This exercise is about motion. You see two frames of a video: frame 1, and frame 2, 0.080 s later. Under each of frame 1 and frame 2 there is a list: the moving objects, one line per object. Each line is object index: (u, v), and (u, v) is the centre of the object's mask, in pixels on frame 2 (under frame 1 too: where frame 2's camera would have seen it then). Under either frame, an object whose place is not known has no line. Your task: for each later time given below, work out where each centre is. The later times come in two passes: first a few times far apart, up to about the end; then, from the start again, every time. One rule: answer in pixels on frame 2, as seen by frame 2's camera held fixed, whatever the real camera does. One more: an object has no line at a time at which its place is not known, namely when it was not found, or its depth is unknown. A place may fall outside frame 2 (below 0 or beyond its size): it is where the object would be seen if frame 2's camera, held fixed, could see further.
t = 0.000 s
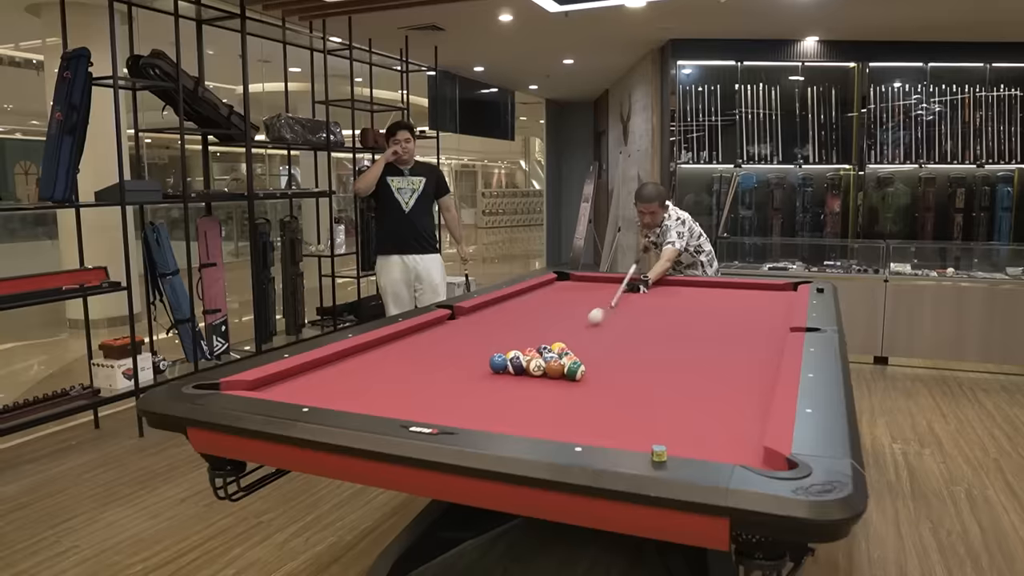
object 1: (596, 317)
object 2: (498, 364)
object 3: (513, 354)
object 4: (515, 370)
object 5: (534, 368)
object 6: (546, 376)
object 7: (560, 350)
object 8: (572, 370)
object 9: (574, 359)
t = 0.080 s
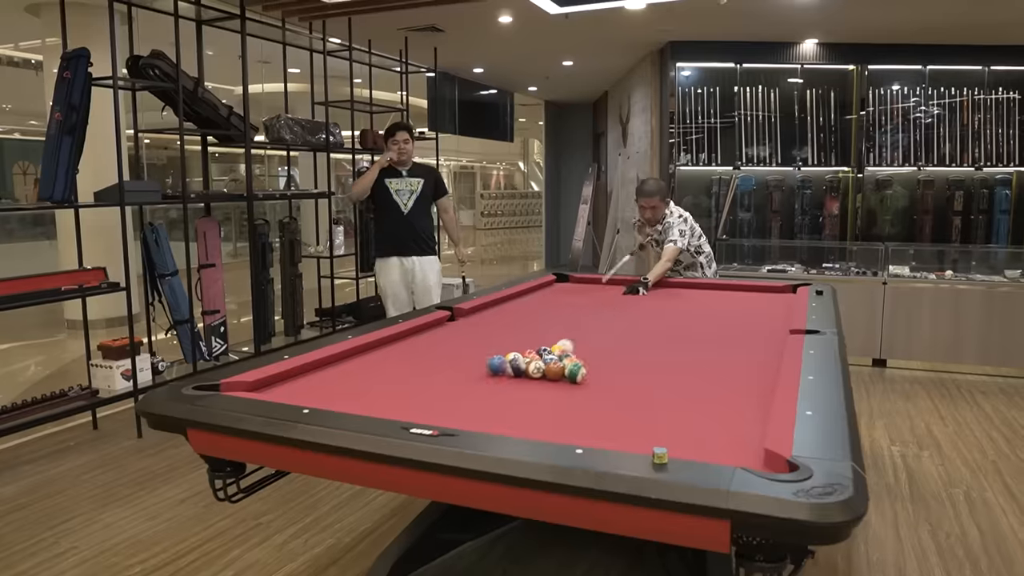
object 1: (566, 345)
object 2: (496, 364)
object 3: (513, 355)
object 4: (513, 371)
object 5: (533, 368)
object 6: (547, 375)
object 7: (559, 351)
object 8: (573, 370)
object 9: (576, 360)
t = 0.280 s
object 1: (583, 339)
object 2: (315, 393)
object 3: (483, 358)
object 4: (428, 394)
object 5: (481, 381)
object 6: (500, 398)
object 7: (556, 346)
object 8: (642, 435)
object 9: (651, 365)
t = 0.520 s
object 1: (597, 333)
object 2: (313, 371)
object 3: (452, 355)
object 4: (382, 399)
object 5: (415, 397)
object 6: (453, 413)
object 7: (550, 341)
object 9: (729, 363)
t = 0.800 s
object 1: (610, 328)
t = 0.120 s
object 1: (569, 344)
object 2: (461, 371)
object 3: (507, 358)
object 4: (496, 375)
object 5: (522, 371)
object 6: (538, 380)
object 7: (567, 353)
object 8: (585, 382)
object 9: (590, 365)
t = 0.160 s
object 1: (573, 344)
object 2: (425, 377)
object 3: (500, 359)
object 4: (481, 378)
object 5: (514, 374)
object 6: (528, 385)
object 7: (559, 350)
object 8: (597, 395)
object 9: (606, 366)
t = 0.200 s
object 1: (576, 342)
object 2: (389, 382)
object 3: (493, 358)
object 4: (463, 383)
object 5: (502, 376)
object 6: (521, 389)
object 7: (558, 349)
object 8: (611, 408)
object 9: (623, 366)
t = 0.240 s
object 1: (580, 340)
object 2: (352, 389)
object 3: (488, 358)
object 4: (445, 390)
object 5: (491, 378)
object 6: (509, 393)
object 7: (557, 347)
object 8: (626, 424)
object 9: (638, 365)
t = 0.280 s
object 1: (583, 339)
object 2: (315, 393)
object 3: (483, 358)
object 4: (428, 394)
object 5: (481, 381)
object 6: (500, 398)
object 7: (556, 346)
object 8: (642, 435)
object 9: (651, 365)
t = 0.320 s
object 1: (586, 338)
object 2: (294, 392)
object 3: (477, 357)
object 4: (412, 399)
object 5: (471, 384)
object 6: (489, 402)
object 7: (555, 345)
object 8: (661, 442)
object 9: (665, 364)
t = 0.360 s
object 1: (588, 337)
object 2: (298, 390)
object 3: (472, 357)
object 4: (395, 402)
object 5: (460, 387)
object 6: (479, 407)
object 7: (554, 344)
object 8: (679, 438)
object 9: (677, 364)
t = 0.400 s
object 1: (591, 336)
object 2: (303, 385)
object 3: (467, 356)
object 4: (377, 404)
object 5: (449, 389)
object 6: (467, 411)
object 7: (553, 343)
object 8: (695, 434)
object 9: (691, 364)
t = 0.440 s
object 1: (592, 335)
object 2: (307, 380)
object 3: (462, 355)
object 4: (374, 403)
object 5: (437, 392)
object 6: (456, 414)
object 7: (552, 342)
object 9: (704, 363)
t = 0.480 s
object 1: (595, 334)
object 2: (310, 375)
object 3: (457, 355)
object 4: (378, 401)
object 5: (427, 394)
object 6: (449, 415)
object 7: (550, 342)
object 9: (716, 362)
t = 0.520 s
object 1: (597, 333)
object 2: (313, 371)
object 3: (452, 355)
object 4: (382, 399)
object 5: (415, 397)
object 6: (453, 413)
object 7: (550, 341)
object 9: (729, 363)
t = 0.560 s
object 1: (599, 332)
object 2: (316, 367)
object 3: (447, 354)
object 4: (382, 396)
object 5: (406, 400)
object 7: (549, 341)
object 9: (742, 362)
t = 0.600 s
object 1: (601, 332)
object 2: (325, 363)
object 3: (442, 354)
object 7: (548, 340)
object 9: (754, 362)
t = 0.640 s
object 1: (603, 331)
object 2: (337, 361)
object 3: (437, 353)
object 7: (547, 339)
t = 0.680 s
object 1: (605, 330)
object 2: (349, 358)
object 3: (433, 353)
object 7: (546, 339)
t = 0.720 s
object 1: (606, 330)
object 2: (360, 356)
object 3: (428, 352)
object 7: (546, 339)
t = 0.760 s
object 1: (608, 329)
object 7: (546, 339)
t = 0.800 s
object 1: (610, 328)
